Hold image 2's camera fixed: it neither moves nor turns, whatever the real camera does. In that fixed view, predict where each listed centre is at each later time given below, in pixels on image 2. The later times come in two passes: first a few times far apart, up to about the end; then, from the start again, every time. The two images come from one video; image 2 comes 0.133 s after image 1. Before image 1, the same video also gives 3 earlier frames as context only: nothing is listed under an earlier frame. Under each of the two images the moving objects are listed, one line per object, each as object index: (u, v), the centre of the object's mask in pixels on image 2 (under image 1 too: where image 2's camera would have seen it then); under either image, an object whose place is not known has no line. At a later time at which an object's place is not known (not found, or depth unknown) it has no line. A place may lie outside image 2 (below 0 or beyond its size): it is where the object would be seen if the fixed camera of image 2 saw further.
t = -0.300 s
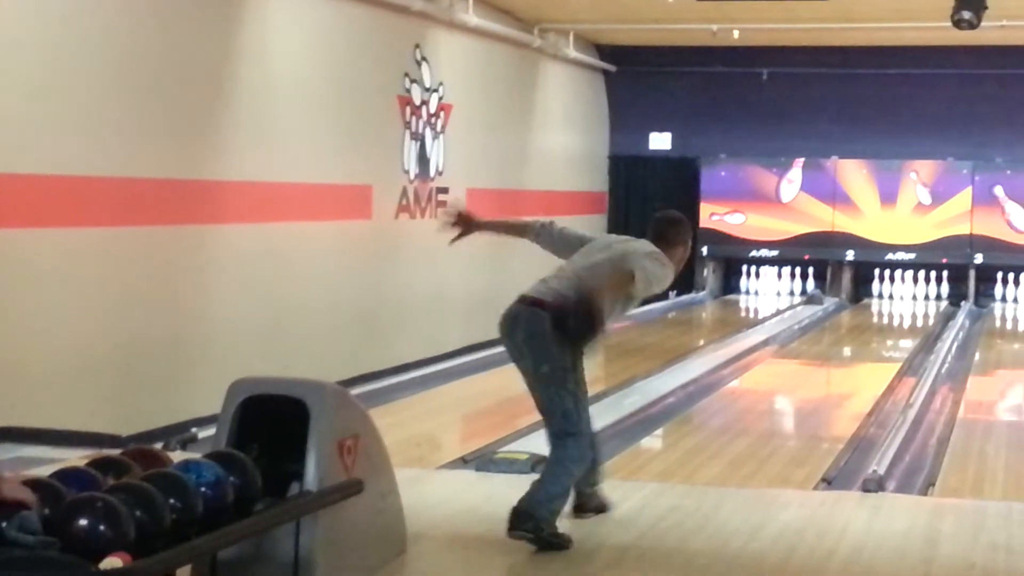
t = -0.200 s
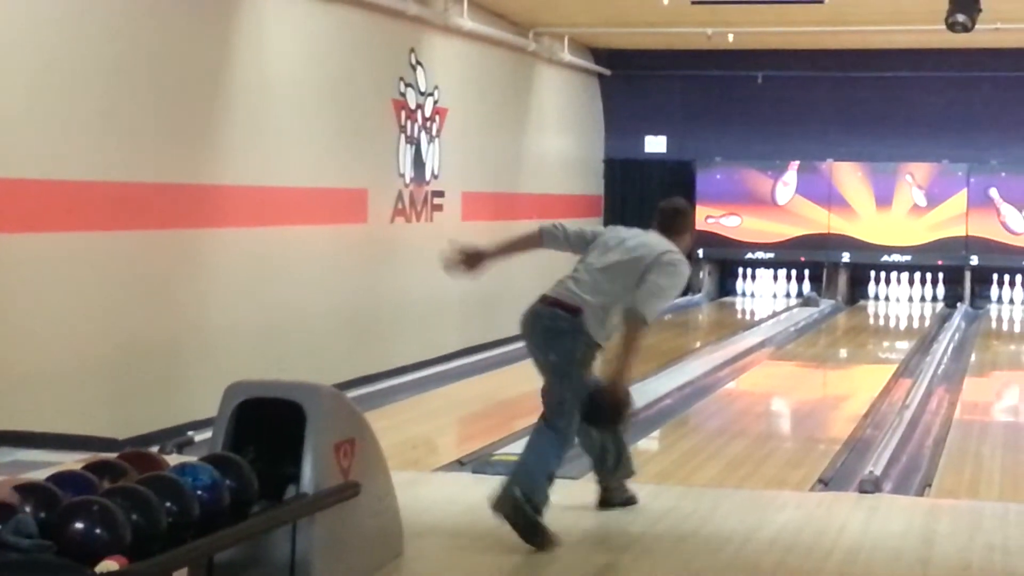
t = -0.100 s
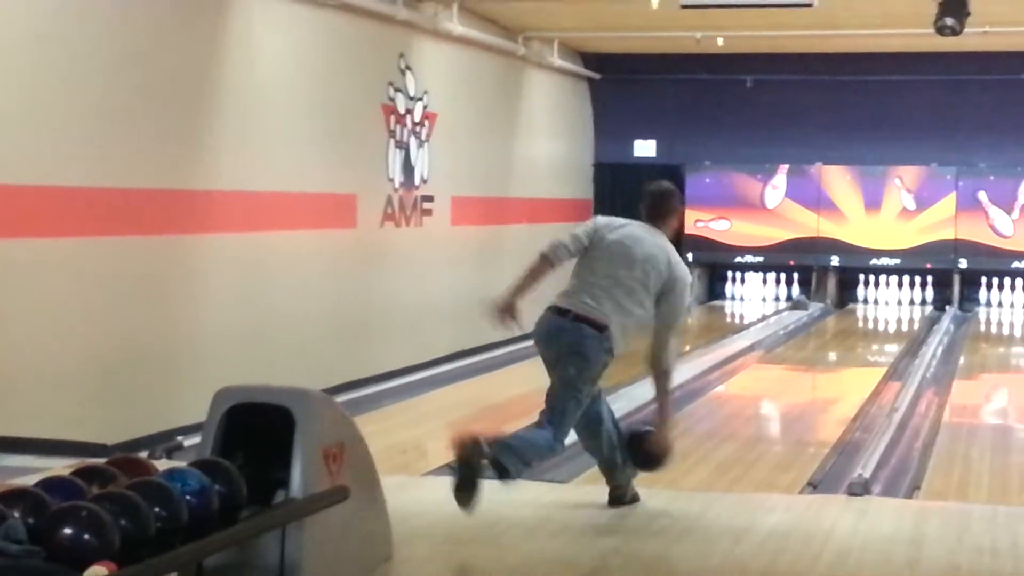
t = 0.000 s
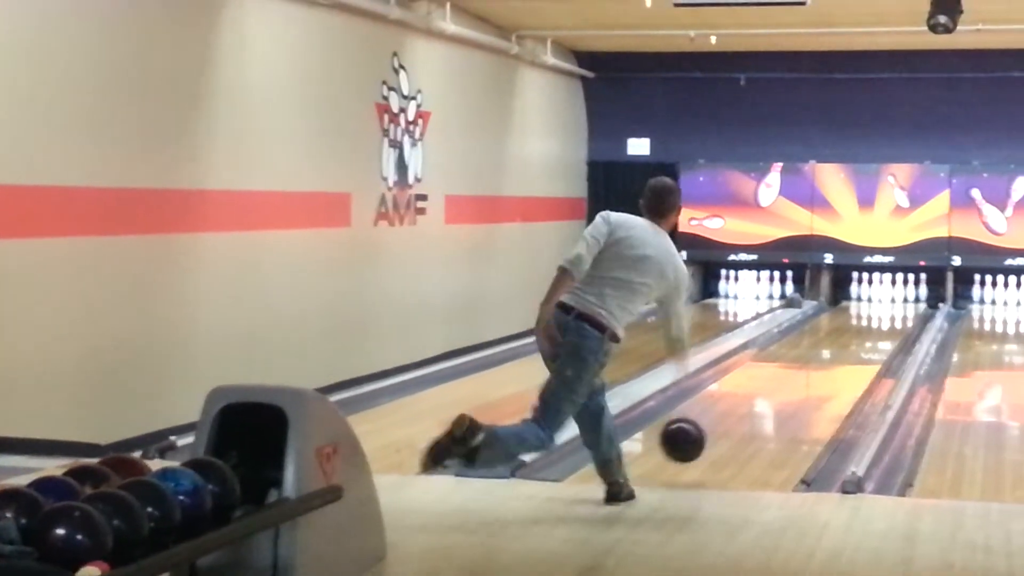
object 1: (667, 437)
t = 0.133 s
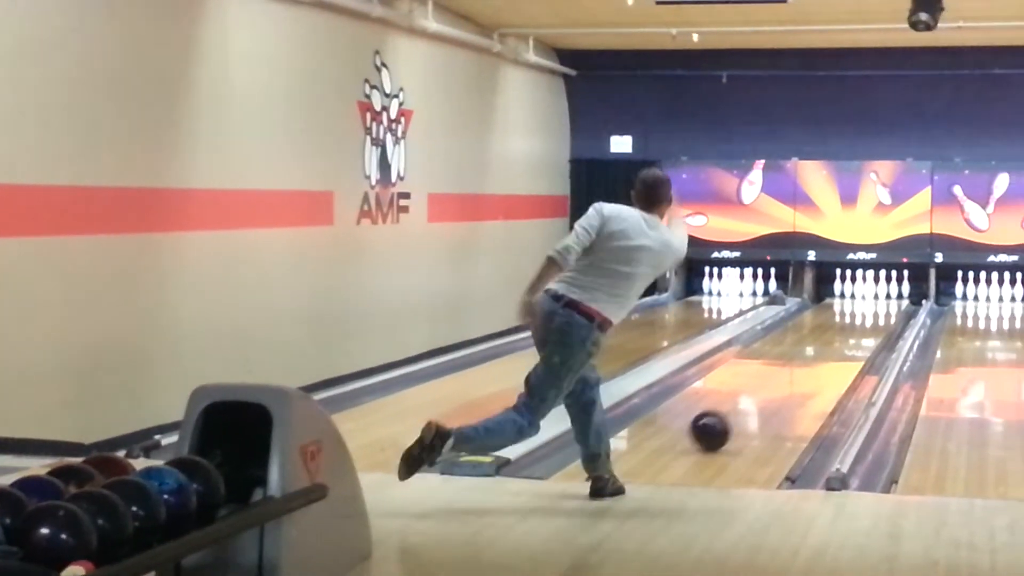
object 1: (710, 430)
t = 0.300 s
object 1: (751, 405)
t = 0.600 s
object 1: (804, 370)
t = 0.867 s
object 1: (839, 347)
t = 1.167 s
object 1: (862, 329)
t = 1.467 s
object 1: (878, 315)
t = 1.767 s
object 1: (887, 304)
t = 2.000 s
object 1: (887, 298)
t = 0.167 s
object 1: (719, 425)
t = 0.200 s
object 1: (727, 421)
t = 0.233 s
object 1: (736, 415)
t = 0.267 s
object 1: (744, 410)
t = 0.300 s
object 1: (751, 405)
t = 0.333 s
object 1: (758, 400)
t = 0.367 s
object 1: (765, 396)
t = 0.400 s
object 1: (771, 391)
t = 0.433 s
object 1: (777, 387)
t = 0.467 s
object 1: (784, 383)
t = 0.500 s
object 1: (789, 380)
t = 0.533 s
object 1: (794, 376)
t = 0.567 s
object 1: (799, 373)
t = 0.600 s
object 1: (804, 370)
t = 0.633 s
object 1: (810, 366)
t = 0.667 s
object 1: (815, 363)
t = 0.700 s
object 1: (819, 360)
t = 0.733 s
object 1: (824, 356)
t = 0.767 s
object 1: (827, 355)
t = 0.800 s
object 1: (830, 352)
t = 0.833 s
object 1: (835, 350)
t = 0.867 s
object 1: (839, 347)
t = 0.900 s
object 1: (841, 345)
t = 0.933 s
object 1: (845, 343)
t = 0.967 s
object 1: (847, 340)
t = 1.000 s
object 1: (849, 338)
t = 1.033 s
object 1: (853, 336)
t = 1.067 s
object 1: (855, 335)
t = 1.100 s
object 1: (858, 333)
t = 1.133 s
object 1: (861, 331)
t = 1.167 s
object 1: (862, 329)
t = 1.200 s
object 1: (864, 327)
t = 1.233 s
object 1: (865, 326)
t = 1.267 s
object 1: (868, 324)
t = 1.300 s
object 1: (870, 322)
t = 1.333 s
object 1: (871, 321)
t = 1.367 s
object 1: (873, 320)
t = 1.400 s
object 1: (876, 318)
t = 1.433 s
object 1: (877, 317)
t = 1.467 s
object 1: (878, 315)
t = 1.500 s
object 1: (879, 314)
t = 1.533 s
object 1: (881, 313)
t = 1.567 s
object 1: (883, 311)
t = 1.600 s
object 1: (883, 310)
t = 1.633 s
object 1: (883, 309)
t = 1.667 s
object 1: (884, 308)
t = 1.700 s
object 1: (885, 306)
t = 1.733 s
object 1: (886, 305)
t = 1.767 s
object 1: (887, 304)
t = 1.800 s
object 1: (887, 303)
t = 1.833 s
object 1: (887, 302)
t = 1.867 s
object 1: (887, 302)
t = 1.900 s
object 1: (888, 301)
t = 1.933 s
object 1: (887, 300)
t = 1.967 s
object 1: (886, 300)
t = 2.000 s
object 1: (887, 298)
